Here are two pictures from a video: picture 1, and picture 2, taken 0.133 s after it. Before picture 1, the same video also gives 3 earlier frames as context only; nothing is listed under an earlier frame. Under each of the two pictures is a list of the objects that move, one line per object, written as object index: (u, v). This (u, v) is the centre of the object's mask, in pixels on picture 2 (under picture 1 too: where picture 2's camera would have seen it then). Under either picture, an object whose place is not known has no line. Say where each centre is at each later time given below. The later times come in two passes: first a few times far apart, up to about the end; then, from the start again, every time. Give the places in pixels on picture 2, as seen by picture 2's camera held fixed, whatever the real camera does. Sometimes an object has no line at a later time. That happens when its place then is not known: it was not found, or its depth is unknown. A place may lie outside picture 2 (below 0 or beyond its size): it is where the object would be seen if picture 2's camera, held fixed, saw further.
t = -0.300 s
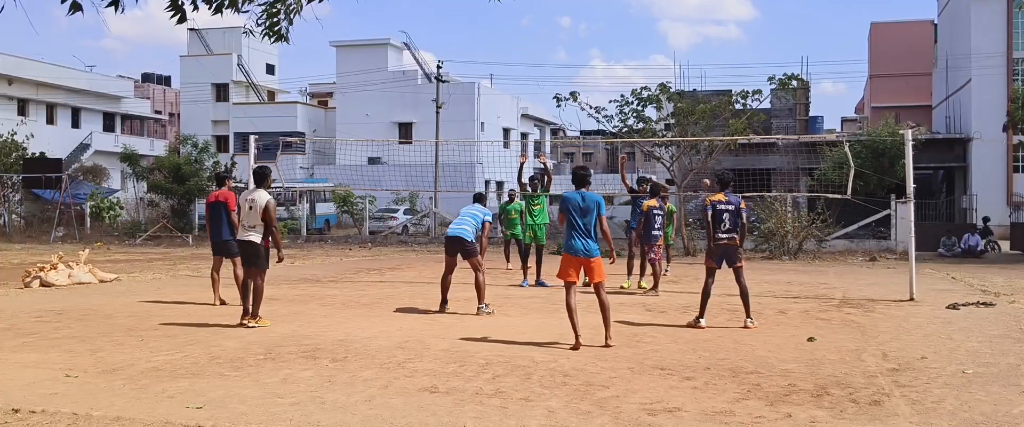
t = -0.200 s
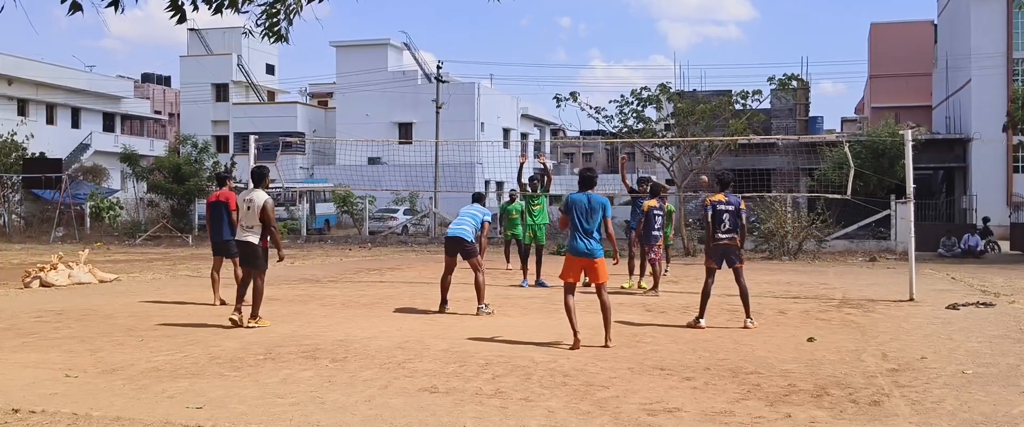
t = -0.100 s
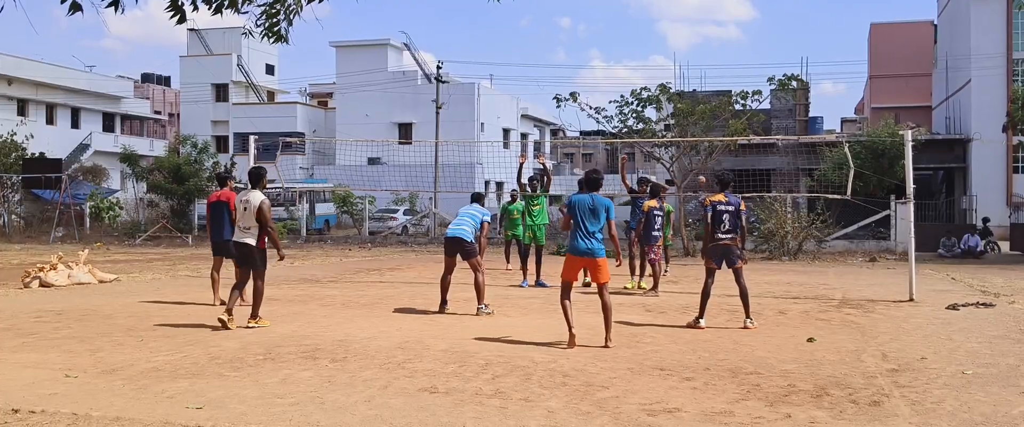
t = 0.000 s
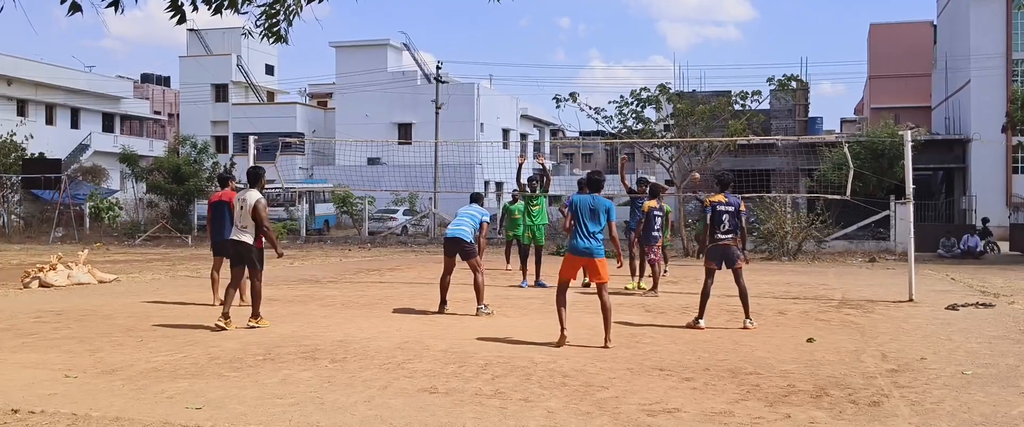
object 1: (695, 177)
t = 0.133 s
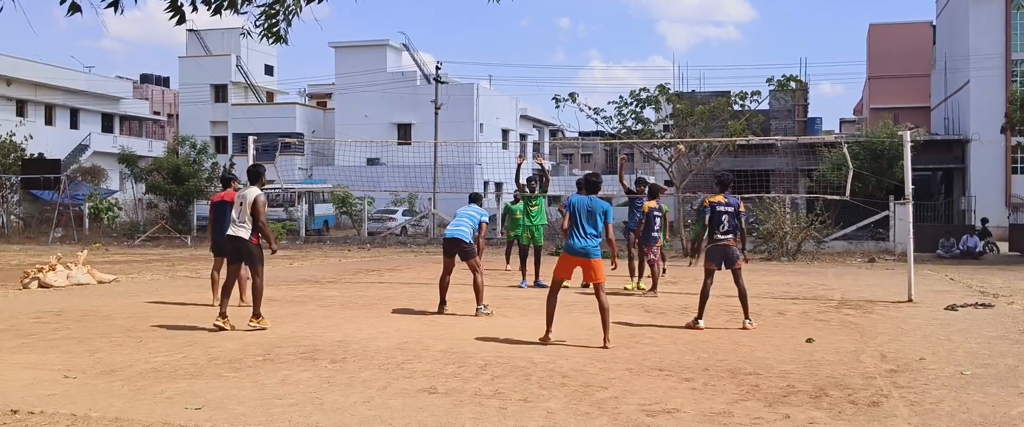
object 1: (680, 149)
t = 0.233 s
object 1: (670, 129)
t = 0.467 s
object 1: (640, 87)
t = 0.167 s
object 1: (677, 144)
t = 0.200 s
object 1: (673, 135)
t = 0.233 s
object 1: (670, 129)
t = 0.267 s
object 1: (665, 123)
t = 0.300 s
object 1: (661, 116)
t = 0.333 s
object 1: (657, 110)
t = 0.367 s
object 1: (654, 104)
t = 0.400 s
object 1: (649, 98)
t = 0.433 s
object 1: (646, 92)
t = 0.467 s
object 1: (640, 87)
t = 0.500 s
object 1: (635, 82)
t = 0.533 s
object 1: (630, 78)
